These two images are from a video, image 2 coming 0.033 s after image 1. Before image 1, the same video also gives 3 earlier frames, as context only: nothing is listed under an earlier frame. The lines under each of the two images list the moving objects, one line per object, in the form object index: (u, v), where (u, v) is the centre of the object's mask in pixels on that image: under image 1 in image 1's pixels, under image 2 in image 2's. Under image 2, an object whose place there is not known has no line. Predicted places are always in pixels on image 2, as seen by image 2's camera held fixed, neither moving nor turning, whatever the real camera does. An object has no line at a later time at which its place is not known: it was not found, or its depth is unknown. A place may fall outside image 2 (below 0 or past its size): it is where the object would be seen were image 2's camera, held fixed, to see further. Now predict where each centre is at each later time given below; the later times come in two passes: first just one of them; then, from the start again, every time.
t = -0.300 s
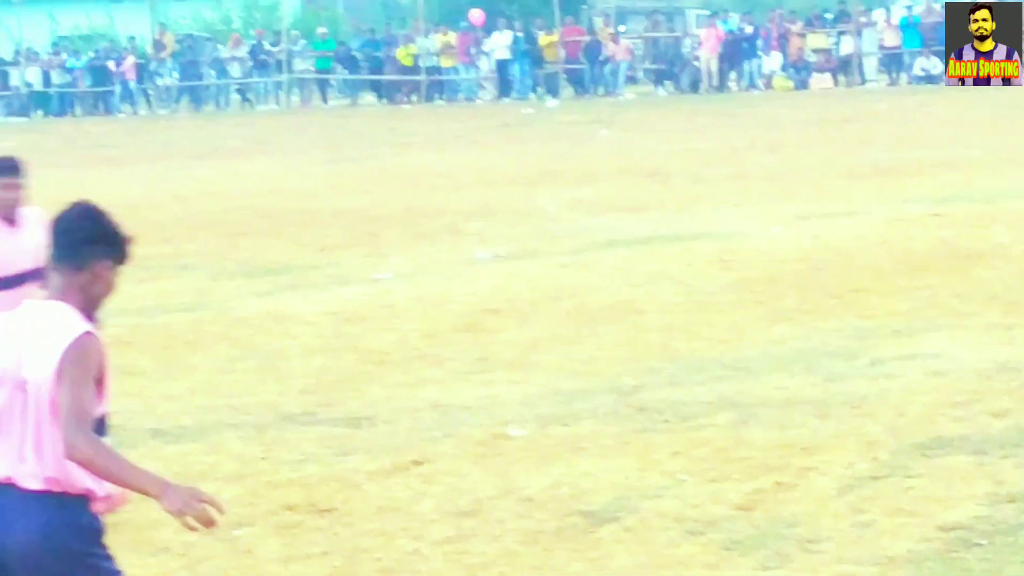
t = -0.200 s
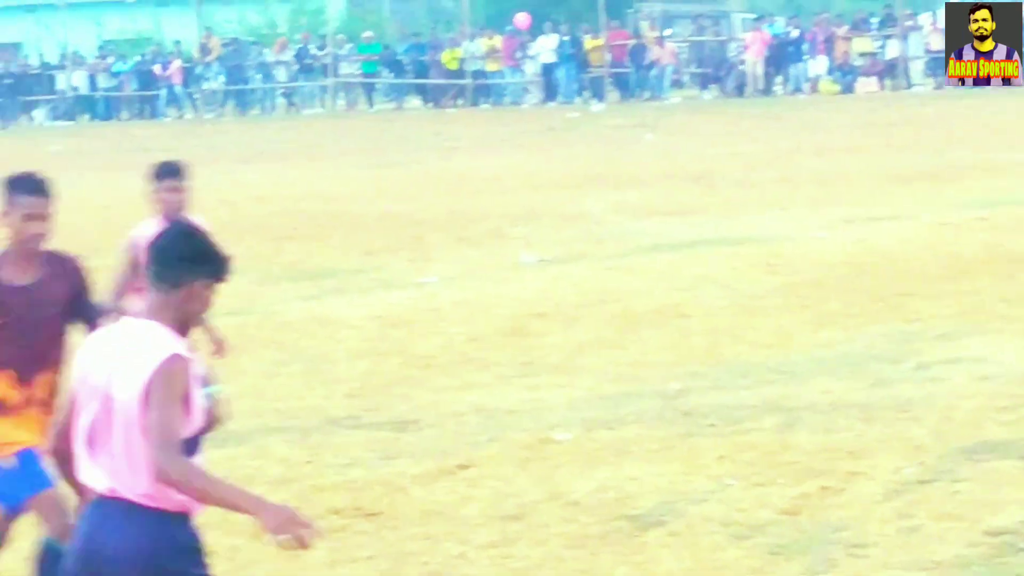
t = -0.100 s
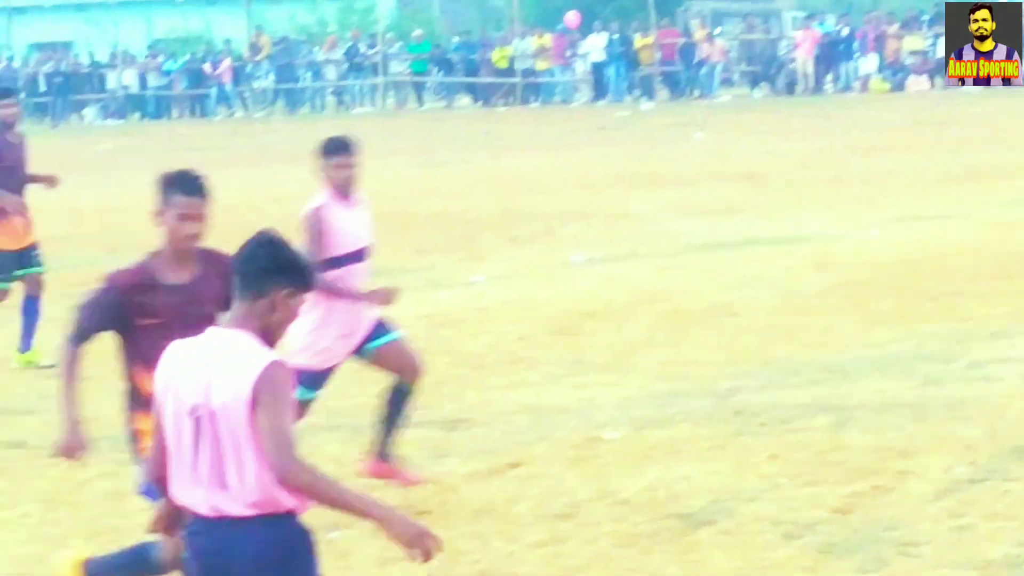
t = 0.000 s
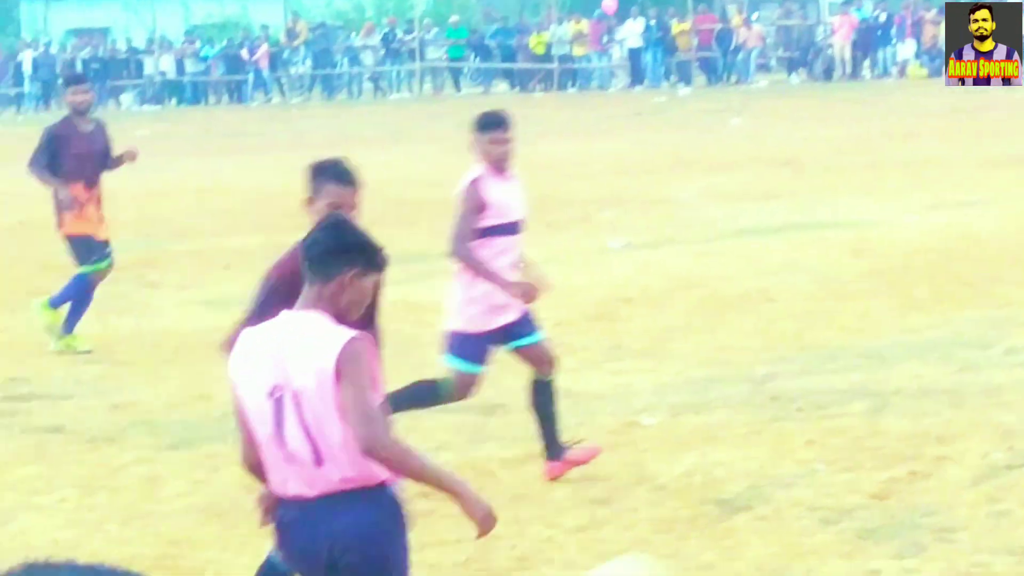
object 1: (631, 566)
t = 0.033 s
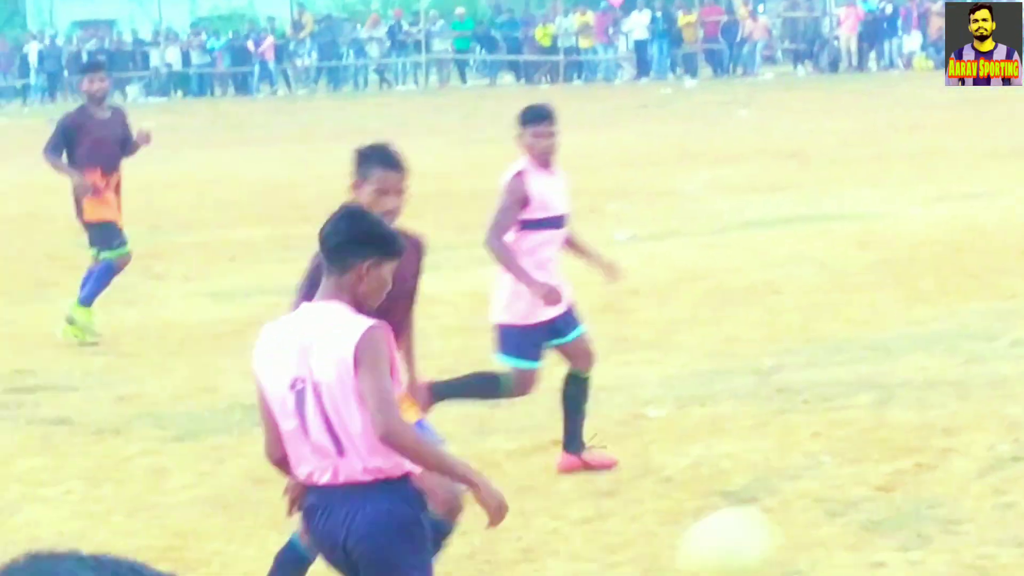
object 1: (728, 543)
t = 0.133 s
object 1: (995, 463)
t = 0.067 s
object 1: (825, 515)
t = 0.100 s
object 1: (919, 486)
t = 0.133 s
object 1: (995, 463)
